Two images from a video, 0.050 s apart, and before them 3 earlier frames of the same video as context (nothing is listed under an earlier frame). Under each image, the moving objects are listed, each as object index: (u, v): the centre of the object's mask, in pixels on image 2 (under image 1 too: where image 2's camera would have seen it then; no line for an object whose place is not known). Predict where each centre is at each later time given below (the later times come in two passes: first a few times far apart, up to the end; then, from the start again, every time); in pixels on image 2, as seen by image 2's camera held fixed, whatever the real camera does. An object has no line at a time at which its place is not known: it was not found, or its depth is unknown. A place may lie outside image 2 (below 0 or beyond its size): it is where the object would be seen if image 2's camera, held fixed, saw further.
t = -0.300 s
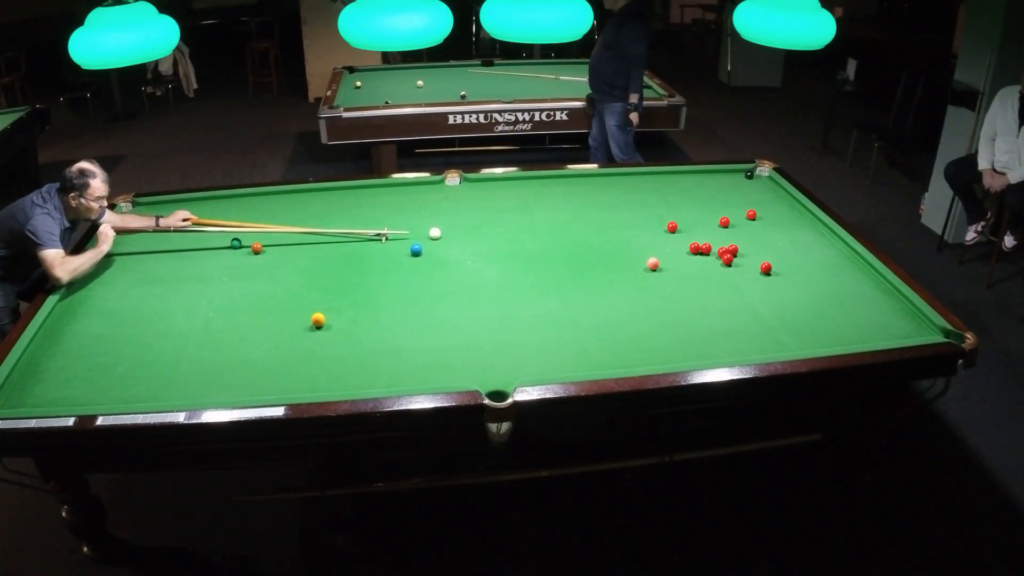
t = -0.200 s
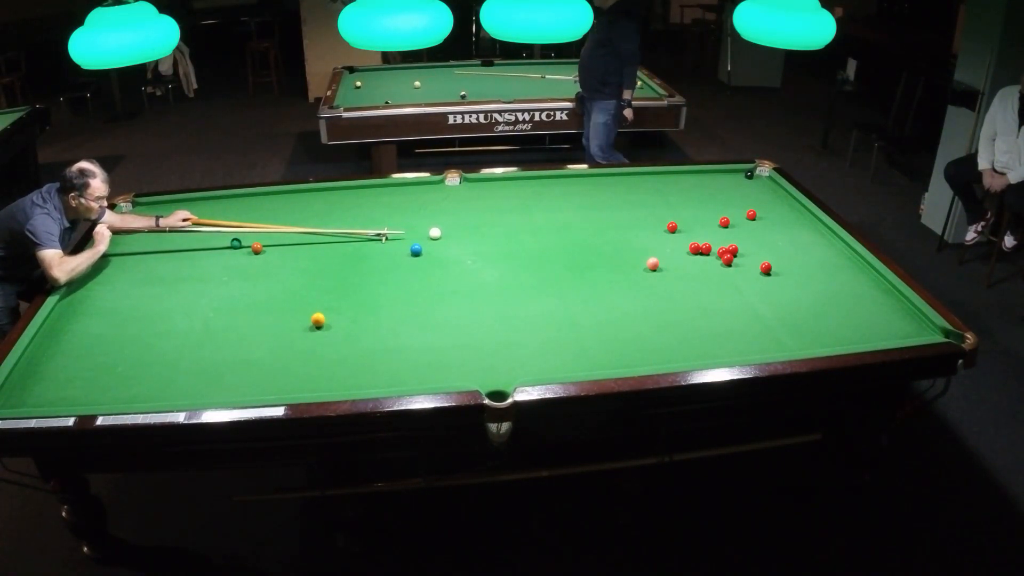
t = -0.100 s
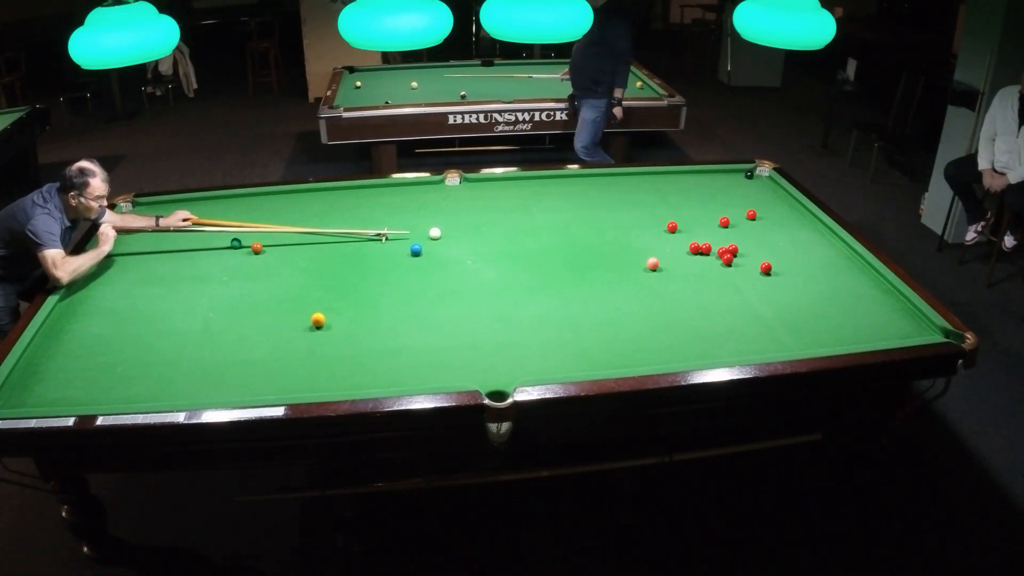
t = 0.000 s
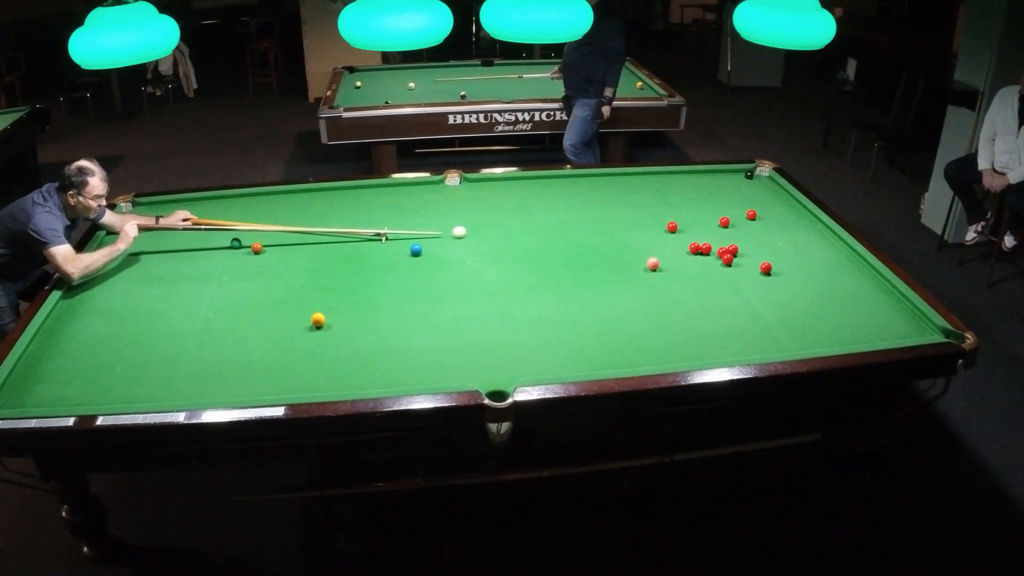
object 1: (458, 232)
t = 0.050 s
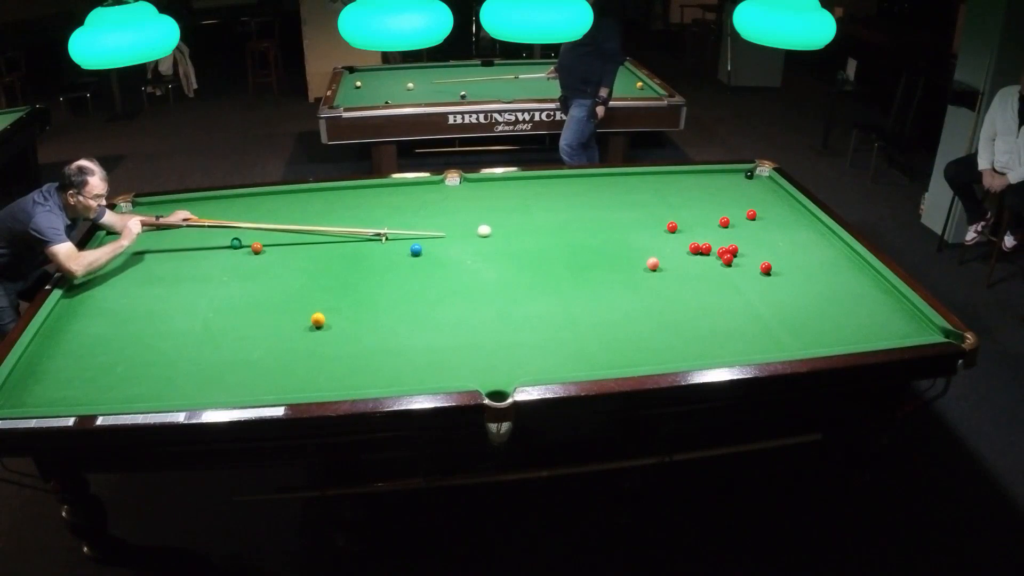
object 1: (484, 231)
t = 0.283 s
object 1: (578, 226)
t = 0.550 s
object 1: (671, 220)
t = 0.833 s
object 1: (722, 213)
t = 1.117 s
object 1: (743, 202)
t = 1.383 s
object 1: (761, 192)
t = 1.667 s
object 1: (772, 183)
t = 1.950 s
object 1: (747, 177)
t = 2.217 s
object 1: (724, 172)
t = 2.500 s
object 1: (713, 175)
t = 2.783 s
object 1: (704, 179)
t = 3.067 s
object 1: (696, 182)
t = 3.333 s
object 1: (689, 185)
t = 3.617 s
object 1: (682, 188)
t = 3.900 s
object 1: (676, 191)
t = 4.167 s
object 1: (672, 193)
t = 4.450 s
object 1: (668, 195)
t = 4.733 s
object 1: (664, 196)
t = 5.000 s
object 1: (662, 197)
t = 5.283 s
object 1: (660, 198)
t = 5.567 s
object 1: (659, 198)
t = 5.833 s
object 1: (659, 199)
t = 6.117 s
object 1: (659, 199)
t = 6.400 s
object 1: (659, 199)
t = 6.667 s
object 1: (659, 199)
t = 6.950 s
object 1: (659, 199)
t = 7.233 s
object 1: (659, 199)
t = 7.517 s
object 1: (659, 199)
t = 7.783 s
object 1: (659, 199)
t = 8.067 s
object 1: (659, 199)
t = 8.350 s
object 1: (659, 199)
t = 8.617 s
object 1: (659, 199)
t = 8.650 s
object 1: (659, 199)
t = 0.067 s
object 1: (491, 230)
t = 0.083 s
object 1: (499, 230)
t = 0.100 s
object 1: (507, 230)
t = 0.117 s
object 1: (514, 229)
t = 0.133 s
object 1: (521, 229)
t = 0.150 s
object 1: (528, 229)
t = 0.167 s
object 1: (534, 228)
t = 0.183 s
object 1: (541, 228)
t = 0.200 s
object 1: (547, 228)
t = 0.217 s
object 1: (553, 227)
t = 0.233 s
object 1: (559, 227)
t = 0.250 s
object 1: (565, 227)
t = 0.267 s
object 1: (572, 227)
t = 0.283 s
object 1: (578, 226)
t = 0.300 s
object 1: (584, 226)
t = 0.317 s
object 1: (590, 226)
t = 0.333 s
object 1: (596, 225)
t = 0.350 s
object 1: (602, 225)
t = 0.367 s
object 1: (608, 225)
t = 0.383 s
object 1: (614, 225)
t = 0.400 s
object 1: (620, 225)
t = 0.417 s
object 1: (626, 224)
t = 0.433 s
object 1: (631, 224)
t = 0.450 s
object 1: (637, 224)
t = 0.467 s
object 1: (643, 223)
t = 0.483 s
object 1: (649, 223)
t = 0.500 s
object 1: (654, 223)
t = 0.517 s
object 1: (660, 223)
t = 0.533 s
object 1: (664, 221)
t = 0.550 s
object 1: (671, 220)
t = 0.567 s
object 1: (678, 220)
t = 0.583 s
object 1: (682, 221)
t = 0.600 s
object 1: (688, 221)
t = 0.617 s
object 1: (693, 221)
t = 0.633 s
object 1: (698, 221)
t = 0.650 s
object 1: (704, 221)
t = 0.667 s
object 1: (709, 220)
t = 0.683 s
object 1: (713, 220)
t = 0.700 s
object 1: (714, 219)
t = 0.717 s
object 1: (714, 219)
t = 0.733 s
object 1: (715, 218)
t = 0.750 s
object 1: (716, 217)
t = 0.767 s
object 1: (717, 216)
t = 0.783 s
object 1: (718, 215)
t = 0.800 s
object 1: (719, 215)
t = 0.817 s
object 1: (721, 214)
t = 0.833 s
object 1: (722, 213)
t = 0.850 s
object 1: (723, 212)
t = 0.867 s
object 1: (724, 212)
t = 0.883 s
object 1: (726, 211)
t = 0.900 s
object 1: (727, 210)
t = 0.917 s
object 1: (728, 210)
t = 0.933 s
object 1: (730, 209)
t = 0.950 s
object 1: (731, 208)
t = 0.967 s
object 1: (732, 208)
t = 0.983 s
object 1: (734, 207)
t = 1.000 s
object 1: (735, 206)
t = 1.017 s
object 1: (736, 205)
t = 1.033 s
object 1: (737, 205)
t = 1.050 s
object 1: (738, 204)
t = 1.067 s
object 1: (740, 204)
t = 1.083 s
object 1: (741, 203)
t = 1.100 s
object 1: (742, 202)
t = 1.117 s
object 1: (743, 202)
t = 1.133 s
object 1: (744, 201)
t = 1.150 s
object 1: (746, 200)
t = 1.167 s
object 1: (747, 200)
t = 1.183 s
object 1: (748, 199)
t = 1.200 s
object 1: (749, 199)
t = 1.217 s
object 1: (750, 198)
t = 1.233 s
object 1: (751, 197)
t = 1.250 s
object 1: (752, 197)
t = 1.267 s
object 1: (753, 196)
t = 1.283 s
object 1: (755, 196)
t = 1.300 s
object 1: (756, 195)
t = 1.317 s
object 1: (757, 194)
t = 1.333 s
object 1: (758, 194)
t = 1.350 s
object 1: (759, 193)
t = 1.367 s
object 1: (760, 193)
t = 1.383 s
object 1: (761, 192)
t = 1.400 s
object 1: (762, 192)
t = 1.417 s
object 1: (763, 191)
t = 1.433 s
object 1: (764, 190)
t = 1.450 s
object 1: (765, 190)
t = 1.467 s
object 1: (766, 189)
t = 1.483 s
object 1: (767, 189)
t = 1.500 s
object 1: (768, 188)
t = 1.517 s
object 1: (769, 188)
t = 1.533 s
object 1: (770, 187)
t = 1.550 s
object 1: (771, 187)
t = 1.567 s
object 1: (772, 186)
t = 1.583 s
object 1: (773, 186)
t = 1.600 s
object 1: (774, 185)
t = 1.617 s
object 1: (775, 185)
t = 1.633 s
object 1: (776, 184)
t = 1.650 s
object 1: (774, 184)
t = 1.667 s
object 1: (772, 183)
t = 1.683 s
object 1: (771, 183)
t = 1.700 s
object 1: (769, 183)
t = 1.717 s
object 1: (768, 182)
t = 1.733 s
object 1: (766, 182)
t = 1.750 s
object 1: (765, 181)
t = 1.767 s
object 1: (763, 181)
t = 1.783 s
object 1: (762, 181)
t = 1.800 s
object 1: (760, 181)
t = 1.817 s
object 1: (758, 180)
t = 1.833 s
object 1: (757, 180)
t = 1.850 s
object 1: (755, 179)
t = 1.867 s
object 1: (754, 179)
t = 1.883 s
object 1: (752, 179)
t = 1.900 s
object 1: (751, 178)
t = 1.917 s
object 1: (749, 178)
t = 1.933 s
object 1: (748, 178)
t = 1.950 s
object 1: (747, 177)
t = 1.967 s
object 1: (745, 177)
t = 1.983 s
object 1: (744, 177)
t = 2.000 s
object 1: (742, 176)
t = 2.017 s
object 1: (741, 176)
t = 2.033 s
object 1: (739, 176)
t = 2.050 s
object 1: (738, 175)
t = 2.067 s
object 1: (736, 175)
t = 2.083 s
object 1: (735, 175)
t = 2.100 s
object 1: (733, 174)
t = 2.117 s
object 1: (732, 174)
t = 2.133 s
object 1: (730, 174)
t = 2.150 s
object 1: (729, 173)
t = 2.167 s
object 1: (728, 173)
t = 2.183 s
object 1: (726, 173)
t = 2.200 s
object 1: (725, 172)
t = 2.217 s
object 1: (724, 172)
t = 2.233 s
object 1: (722, 172)
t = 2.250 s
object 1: (721, 171)
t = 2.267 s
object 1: (720, 171)
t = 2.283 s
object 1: (719, 171)
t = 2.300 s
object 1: (719, 172)
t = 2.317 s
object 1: (718, 172)
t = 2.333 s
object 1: (718, 172)
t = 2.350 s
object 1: (717, 173)
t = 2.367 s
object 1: (717, 173)
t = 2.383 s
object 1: (716, 173)
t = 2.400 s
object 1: (716, 173)
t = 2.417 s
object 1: (715, 174)
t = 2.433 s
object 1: (715, 174)
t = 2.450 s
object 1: (714, 174)
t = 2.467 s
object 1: (714, 174)
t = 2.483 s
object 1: (713, 175)
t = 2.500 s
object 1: (713, 175)
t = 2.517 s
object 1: (712, 175)
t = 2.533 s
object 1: (712, 175)
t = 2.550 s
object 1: (711, 176)
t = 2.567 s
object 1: (711, 176)
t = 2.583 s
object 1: (710, 176)
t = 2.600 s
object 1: (710, 176)
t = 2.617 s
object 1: (709, 177)
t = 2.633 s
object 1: (709, 177)
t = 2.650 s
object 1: (708, 177)
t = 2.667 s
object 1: (708, 177)
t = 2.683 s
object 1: (707, 177)
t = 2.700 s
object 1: (707, 178)
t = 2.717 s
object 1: (706, 178)
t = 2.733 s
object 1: (706, 178)
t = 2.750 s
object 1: (705, 178)
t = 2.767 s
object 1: (705, 178)
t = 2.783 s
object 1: (704, 179)
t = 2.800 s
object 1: (704, 179)
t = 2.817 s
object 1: (703, 179)
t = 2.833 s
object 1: (703, 179)
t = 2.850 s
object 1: (702, 179)
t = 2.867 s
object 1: (702, 180)
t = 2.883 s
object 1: (701, 180)
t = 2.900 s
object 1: (701, 180)
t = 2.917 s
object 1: (700, 180)
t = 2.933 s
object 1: (700, 181)
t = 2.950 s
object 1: (699, 181)
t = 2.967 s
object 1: (699, 181)
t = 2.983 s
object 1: (698, 181)
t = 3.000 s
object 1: (698, 181)
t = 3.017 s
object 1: (698, 182)
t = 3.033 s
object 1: (697, 182)
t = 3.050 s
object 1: (697, 182)
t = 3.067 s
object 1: (696, 182)
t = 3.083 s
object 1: (696, 183)
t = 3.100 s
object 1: (695, 183)
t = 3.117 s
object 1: (695, 183)
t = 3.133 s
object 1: (694, 183)
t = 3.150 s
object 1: (694, 183)
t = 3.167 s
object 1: (693, 184)
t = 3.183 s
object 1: (693, 184)
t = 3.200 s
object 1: (693, 184)
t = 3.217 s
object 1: (692, 184)
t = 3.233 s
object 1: (692, 184)
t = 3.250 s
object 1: (691, 185)
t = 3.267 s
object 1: (691, 185)
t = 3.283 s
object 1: (690, 185)
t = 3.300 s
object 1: (690, 185)
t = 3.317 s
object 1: (689, 185)
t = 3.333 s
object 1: (689, 185)
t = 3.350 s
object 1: (689, 186)
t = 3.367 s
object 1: (688, 186)
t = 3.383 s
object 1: (688, 186)
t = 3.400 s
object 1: (687, 186)
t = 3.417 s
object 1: (687, 186)
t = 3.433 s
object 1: (687, 187)
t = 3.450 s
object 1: (686, 187)
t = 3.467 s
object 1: (686, 187)
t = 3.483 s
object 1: (685, 187)
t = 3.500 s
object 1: (685, 187)
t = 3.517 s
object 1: (685, 187)
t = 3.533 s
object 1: (684, 188)
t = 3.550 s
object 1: (684, 188)
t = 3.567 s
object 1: (684, 188)
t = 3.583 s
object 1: (683, 188)
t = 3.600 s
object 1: (683, 188)
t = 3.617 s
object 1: (682, 188)
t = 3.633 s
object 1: (682, 189)
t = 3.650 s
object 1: (682, 189)
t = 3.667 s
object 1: (681, 189)
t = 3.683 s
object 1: (681, 189)
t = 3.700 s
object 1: (681, 189)
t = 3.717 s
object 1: (680, 190)
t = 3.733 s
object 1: (680, 190)
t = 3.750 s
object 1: (680, 190)
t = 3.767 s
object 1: (679, 190)
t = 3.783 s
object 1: (679, 190)
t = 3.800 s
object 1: (679, 190)
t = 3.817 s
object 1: (678, 190)
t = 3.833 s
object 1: (678, 190)
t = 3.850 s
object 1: (677, 190)
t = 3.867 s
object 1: (677, 191)
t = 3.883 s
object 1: (677, 191)
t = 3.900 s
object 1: (676, 191)
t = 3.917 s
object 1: (676, 191)
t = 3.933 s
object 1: (676, 191)
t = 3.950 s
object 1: (676, 191)
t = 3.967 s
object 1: (675, 191)
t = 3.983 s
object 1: (675, 192)
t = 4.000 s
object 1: (675, 192)
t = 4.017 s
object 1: (674, 192)
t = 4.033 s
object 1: (674, 192)
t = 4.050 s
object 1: (674, 192)
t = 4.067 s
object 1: (674, 192)
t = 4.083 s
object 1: (673, 192)
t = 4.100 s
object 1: (673, 193)
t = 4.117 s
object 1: (673, 193)
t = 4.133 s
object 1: (672, 193)
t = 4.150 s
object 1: (672, 193)
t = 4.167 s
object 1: (672, 193)
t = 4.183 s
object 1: (672, 193)
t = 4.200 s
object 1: (672, 193)
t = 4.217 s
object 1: (671, 193)
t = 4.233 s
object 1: (671, 194)
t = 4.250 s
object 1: (671, 194)
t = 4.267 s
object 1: (671, 194)
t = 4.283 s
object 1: (670, 194)
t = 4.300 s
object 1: (670, 194)
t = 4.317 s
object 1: (670, 194)
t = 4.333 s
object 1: (670, 194)
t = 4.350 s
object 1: (669, 194)
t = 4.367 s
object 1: (669, 194)
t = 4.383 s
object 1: (669, 194)
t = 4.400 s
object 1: (669, 194)
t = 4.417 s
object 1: (668, 195)
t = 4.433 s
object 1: (668, 195)
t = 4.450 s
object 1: (668, 195)
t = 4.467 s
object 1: (668, 195)
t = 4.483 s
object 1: (668, 195)
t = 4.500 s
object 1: (667, 195)
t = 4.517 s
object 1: (667, 195)
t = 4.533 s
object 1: (667, 195)
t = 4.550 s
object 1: (667, 195)
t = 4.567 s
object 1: (666, 196)
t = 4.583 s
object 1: (666, 196)
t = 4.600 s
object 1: (666, 196)
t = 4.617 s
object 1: (666, 196)
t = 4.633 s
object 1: (665, 196)
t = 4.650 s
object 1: (665, 196)
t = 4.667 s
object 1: (665, 196)
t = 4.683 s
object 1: (665, 196)
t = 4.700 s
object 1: (665, 196)
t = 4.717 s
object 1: (664, 196)
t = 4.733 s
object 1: (664, 196)
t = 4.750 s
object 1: (664, 197)
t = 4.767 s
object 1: (664, 197)
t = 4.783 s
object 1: (664, 197)
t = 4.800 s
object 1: (664, 197)
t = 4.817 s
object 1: (663, 197)
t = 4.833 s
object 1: (663, 197)
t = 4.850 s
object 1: (663, 197)
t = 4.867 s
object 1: (663, 197)
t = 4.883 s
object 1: (663, 197)
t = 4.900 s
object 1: (663, 197)
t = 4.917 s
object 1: (663, 197)
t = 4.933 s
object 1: (662, 197)
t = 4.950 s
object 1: (662, 197)
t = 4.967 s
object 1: (662, 197)
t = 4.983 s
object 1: (662, 197)
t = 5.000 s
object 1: (662, 197)
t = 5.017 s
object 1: (662, 198)
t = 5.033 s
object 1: (661, 198)
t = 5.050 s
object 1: (661, 198)
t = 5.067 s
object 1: (661, 198)
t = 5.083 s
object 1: (661, 198)
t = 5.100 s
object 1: (661, 198)
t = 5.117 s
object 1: (661, 198)
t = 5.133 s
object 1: (661, 198)
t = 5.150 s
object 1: (661, 198)
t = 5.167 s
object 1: (660, 198)
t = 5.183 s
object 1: (660, 198)
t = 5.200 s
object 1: (660, 198)
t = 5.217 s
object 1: (660, 198)
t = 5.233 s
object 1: (660, 198)
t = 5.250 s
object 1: (660, 198)
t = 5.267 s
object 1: (660, 198)
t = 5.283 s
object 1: (660, 198)
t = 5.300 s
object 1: (660, 198)
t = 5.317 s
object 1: (660, 198)
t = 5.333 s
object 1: (660, 198)
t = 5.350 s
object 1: (660, 198)
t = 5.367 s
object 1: (660, 198)
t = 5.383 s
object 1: (660, 198)
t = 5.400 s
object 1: (660, 198)
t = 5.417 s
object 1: (660, 198)
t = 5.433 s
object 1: (660, 198)
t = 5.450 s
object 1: (660, 198)
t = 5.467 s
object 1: (659, 198)
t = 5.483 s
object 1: (659, 198)
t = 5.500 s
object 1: (659, 198)
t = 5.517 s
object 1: (659, 198)
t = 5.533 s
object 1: (659, 198)
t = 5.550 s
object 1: (659, 198)
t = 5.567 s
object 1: (659, 198)
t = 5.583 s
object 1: (659, 198)
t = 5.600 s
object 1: (659, 199)
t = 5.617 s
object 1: (659, 198)
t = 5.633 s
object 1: (659, 199)
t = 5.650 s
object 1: (659, 199)
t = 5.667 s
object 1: (659, 199)
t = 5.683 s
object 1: (659, 199)
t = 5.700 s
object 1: (659, 199)
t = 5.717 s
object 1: (659, 199)
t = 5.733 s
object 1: (659, 199)
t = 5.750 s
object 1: (659, 199)
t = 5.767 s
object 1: (659, 199)
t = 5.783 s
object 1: (659, 199)
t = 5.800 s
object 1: (659, 199)
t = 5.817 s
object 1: (659, 199)
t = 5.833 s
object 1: (659, 199)
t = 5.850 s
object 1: (659, 199)
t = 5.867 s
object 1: (659, 199)
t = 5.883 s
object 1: (659, 199)
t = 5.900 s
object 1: (659, 199)
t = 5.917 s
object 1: (659, 199)
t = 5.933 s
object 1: (659, 199)
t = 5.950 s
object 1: (659, 199)
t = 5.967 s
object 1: (659, 199)
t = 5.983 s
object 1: (659, 199)
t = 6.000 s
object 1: (659, 199)
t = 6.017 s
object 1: (659, 199)
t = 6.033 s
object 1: (659, 199)
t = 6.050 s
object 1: (659, 199)
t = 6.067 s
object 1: (659, 199)
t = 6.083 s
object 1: (659, 199)
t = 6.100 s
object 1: (659, 199)
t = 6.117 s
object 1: (659, 199)
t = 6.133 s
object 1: (659, 199)
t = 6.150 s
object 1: (659, 199)
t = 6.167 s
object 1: (659, 199)
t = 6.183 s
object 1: (659, 199)
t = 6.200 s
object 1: (659, 199)
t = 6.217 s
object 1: (659, 199)
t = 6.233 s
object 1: (659, 199)
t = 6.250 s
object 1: (659, 199)
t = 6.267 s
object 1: (659, 199)
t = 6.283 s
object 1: (659, 199)
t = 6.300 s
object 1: (659, 199)
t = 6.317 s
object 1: (659, 198)
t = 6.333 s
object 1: (659, 198)
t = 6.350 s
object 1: (659, 199)
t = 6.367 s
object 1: (659, 198)
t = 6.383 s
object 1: (659, 199)
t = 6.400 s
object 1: (659, 199)
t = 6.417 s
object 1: (659, 198)
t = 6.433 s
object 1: (659, 199)
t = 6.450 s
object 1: (659, 198)
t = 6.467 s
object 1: (659, 198)
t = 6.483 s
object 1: (659, 199)
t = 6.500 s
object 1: (659, 199)
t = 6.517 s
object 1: (659, 198)
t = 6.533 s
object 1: (659, 199)
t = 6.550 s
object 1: (659, 198)
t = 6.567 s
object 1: (659, 198)
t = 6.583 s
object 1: (659, 198)
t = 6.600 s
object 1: (659, 199)
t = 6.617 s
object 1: (659, 199)
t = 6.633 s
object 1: (659, 199)
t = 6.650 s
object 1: (659, 199)
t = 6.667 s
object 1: (659, 199)
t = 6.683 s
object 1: (659, 199)
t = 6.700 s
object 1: (659, 199)
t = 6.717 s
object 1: (659, 199)
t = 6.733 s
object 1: (659, 199)
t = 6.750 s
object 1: (659, 199)
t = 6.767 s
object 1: (659, 199)
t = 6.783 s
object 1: (659, 199)
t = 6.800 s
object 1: (659, 199)
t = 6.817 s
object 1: (659, 199)
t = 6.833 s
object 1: (659, 199)
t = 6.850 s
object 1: (659, 199)
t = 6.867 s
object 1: (659, 199)
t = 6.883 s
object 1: (659, 199)
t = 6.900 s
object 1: (659, 199)
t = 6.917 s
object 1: (659, 199)
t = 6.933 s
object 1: (659, 199)
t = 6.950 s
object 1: (659, 199)
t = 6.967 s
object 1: (659, 199)
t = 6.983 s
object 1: (659, 199)
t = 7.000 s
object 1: (659, 199)
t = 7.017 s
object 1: (659, 199)
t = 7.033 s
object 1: (659, 199)
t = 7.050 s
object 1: (659, 199)
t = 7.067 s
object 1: (659, 199)
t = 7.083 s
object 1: (659, 199)
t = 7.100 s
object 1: (659, 199)
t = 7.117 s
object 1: (659, 199)
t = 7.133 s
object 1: (659, 199)
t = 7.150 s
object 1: (659, 199)
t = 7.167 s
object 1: (659, 199)
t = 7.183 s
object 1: (659, 199)
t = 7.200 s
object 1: (659, 199)
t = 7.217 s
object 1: (659, 199)
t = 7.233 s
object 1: (659, 199)
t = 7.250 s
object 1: (659, 199)
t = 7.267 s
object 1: (659, 199)
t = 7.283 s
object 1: (659, 199)
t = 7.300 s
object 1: (659, 199)
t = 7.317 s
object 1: (659, 199)
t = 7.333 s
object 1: (659, 199)
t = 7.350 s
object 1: (659, 199)
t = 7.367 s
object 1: (659, 199)
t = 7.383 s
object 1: (659, 199)
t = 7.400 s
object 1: (659, 199)
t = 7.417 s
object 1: (659, 199)
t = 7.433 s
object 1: (659, 199)
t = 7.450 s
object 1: (659, 199)
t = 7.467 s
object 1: (659, 199)
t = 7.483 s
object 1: (659, 199)
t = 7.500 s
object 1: (659, 199)
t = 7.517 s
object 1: (659, 199)
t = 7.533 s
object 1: (659, 199)
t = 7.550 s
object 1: (659, 199)
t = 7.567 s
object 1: (659, 199)
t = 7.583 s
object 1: (659, 199)
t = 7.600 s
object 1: (659, 199)
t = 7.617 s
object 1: (659, 199)
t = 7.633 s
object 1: (659, 199)
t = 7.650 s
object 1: (659, 199)
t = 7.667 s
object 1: (659, 199)
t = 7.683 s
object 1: (659, 199)
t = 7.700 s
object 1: (659, 199)
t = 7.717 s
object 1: (659, 199)
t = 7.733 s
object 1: (659, 199)
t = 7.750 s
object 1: (659, 199)
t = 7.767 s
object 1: (659, 199)
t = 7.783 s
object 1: (659, 199)
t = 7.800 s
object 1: (659, 199)
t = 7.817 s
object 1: (659, 199)
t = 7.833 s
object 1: (659, 199)
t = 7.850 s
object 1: (659, 199)
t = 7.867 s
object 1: (659, 199)
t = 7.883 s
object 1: (659, 199)
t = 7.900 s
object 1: (659, 199)
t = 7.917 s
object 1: (659, 199)
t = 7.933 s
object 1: (659, 199)
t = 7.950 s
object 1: (659, 199)
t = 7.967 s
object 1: (659, 199)
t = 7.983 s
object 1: (659, 199)
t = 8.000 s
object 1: (659, 199)
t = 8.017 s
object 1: (659, 199)
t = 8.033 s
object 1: (659, 199)
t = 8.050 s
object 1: (659, 199)
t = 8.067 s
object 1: (659, 199)
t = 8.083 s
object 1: (659, 199)
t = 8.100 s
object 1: (659, 199)
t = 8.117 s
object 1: (659, 199)
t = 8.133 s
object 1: (659, 199)
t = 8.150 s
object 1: (659, 199)
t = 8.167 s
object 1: (659, 199)
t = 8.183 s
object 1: (659, 199)
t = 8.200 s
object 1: (659, 199)
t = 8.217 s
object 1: (659, 199)
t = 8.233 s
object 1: (659, 199)
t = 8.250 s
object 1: (659, 199)
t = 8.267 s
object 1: (659, 199)
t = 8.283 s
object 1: (659, 199)
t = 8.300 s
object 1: (659, 199)
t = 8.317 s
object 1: (659, 199)
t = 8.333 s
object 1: (659, 199)
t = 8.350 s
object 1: (659, 199)
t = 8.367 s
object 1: (659, 199)
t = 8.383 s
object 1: (659, 199)
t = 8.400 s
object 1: (659, 199)
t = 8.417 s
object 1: (659, 199)
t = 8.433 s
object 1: (659, 199)
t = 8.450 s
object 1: (659, 199)
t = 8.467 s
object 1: (659, 199)
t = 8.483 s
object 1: (659, 199)
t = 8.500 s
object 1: (659, 199)
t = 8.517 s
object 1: (659, 199)
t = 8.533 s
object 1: (659, 199)
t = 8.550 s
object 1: (659, 199)
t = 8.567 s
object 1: (659, 199)
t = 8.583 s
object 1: (659, 199)
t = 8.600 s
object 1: (659, 199)
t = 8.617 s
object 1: (659, 199)
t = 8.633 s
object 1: (659, 199)
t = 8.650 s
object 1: (659, 199)
